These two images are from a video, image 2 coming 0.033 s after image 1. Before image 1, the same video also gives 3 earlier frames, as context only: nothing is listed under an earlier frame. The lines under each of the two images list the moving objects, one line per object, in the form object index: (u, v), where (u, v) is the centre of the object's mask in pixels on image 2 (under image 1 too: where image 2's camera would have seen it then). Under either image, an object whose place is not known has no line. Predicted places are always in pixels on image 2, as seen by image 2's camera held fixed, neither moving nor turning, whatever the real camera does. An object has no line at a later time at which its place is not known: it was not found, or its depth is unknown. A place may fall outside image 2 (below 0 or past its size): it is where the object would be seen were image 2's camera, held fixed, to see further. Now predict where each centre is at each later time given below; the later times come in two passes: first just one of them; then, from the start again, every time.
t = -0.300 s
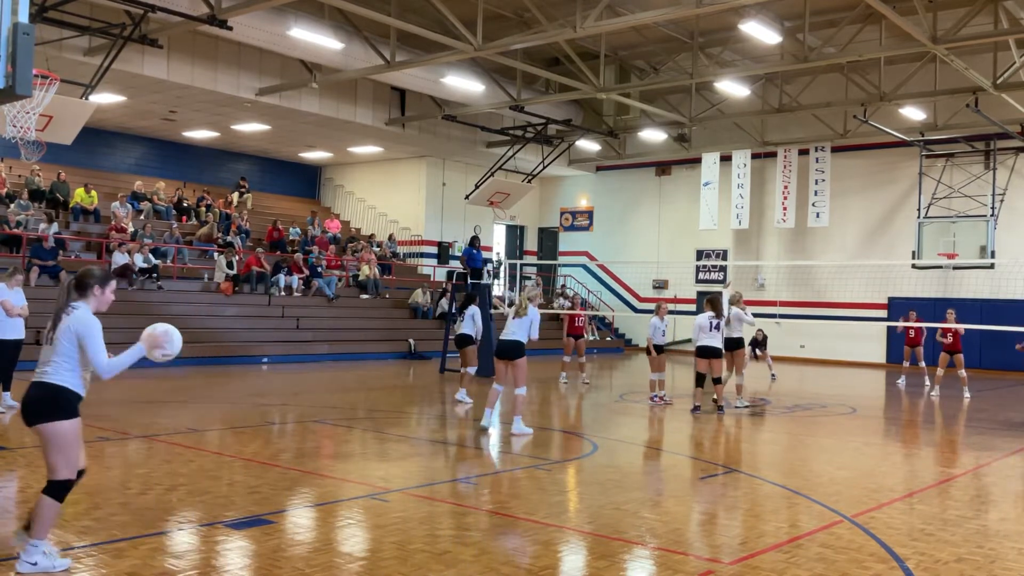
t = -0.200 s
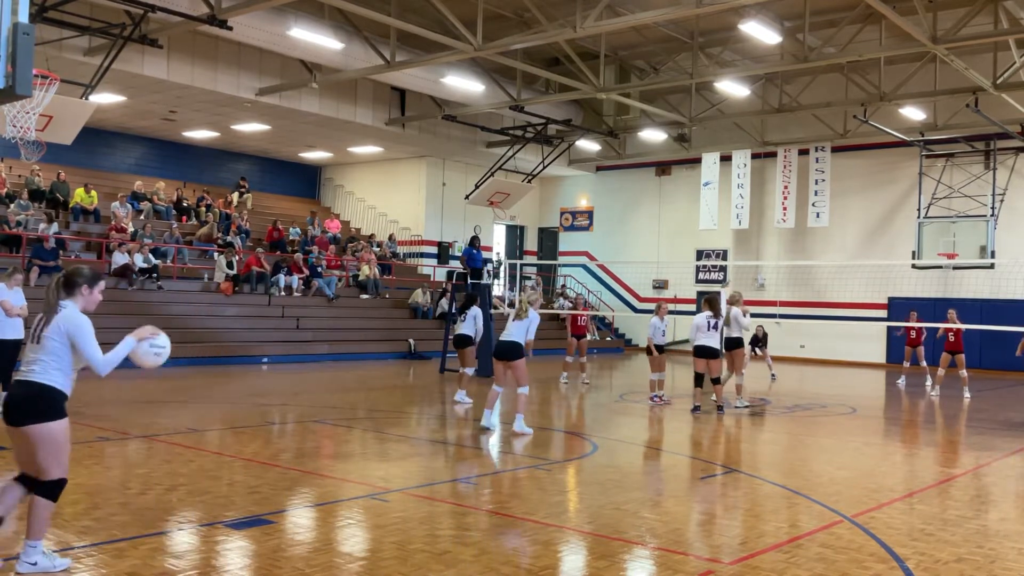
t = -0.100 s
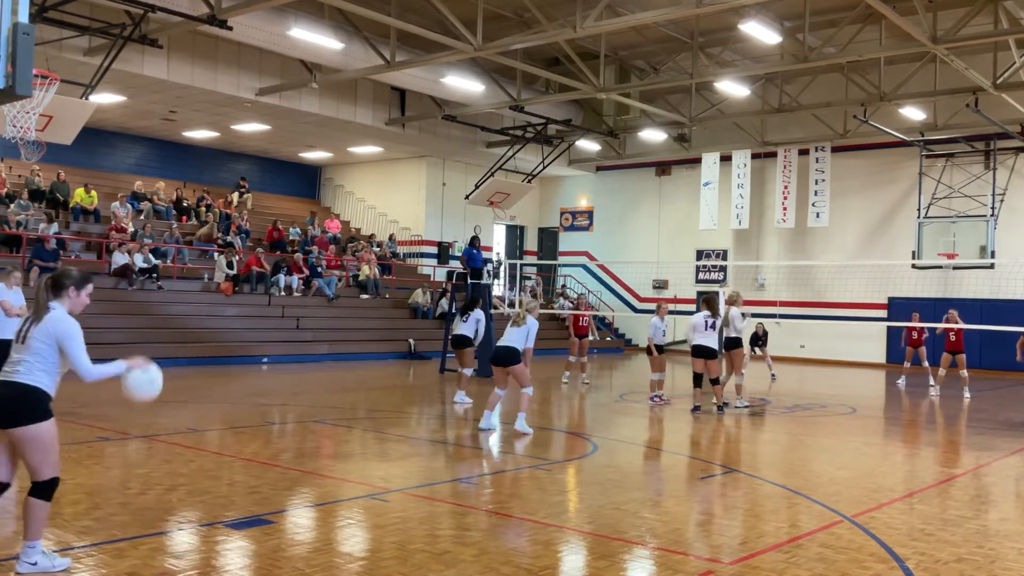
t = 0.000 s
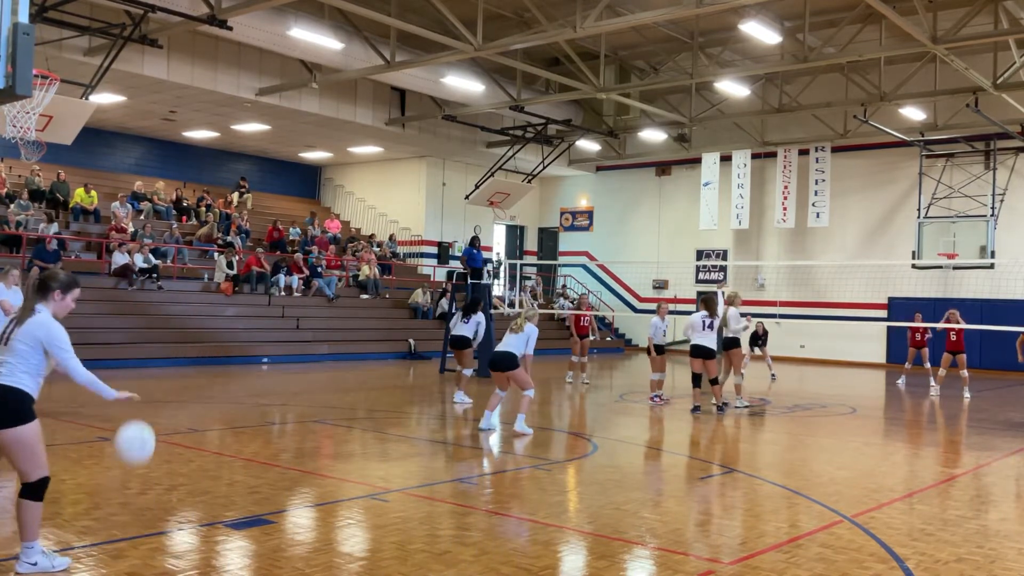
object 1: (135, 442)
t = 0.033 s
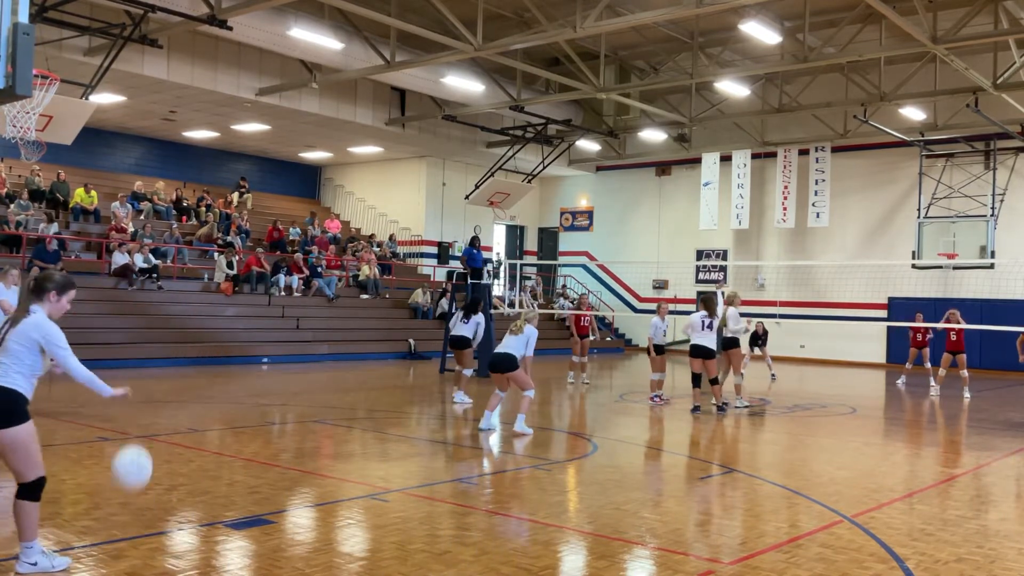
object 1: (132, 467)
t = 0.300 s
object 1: (119, 447)
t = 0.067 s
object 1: (129, 495)
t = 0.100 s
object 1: (126, 523)
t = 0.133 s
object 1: (123, 539)
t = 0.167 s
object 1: (122, 516)
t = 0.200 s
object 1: (122, 496)
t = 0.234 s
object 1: (121, 478)
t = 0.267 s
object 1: (120, 462)
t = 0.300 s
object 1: (119, 447)
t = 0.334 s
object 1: (118, 435)
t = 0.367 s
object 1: (117, 424)
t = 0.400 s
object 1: (116, 417)
